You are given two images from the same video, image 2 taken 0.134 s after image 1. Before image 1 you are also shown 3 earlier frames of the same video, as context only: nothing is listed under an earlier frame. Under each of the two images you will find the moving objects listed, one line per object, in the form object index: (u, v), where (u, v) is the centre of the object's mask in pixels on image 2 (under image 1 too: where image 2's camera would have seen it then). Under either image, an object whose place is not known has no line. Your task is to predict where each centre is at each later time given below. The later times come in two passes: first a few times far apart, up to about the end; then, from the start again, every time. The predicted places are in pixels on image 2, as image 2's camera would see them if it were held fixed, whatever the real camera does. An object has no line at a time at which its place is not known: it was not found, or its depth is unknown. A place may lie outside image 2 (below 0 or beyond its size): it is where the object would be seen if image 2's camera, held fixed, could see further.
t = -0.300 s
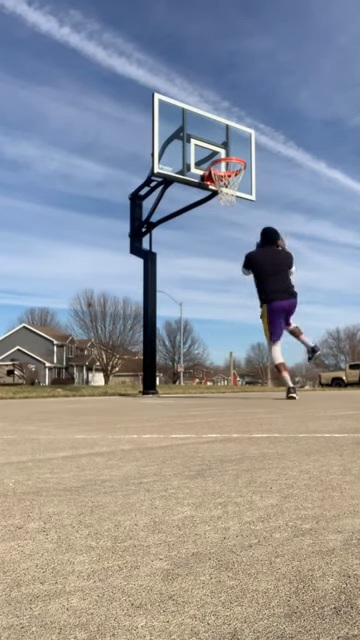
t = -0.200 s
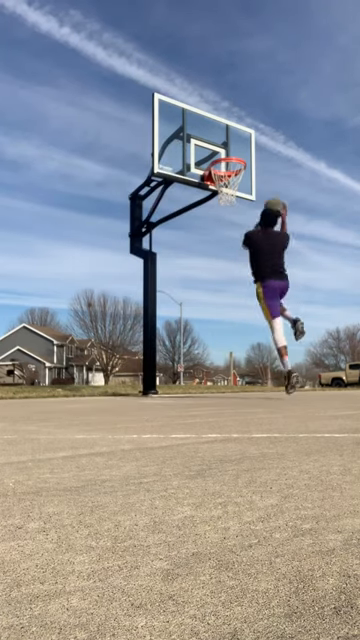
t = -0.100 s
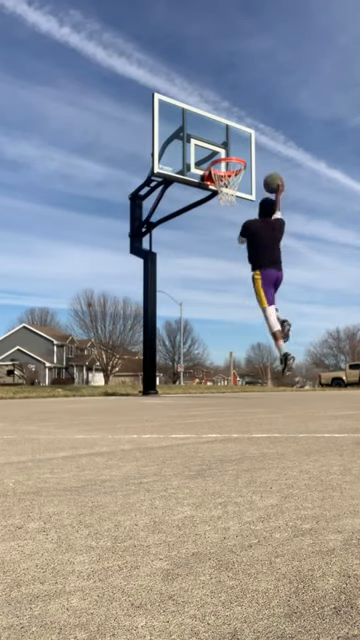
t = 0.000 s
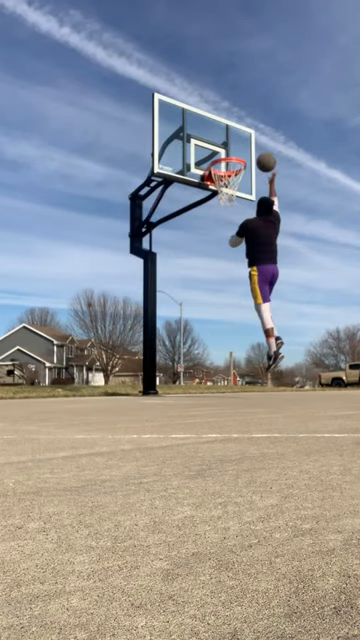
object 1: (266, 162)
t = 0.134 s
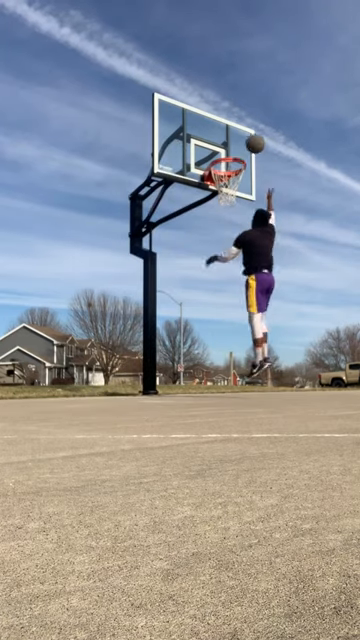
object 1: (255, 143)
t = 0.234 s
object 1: (247, 139)
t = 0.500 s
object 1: (228, 166)
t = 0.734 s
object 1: (220, 198)
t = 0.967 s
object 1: (221, 240)
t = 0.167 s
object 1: (252, 141)
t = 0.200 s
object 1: (250, 139)
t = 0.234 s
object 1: (247, 139)
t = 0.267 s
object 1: (245, 139)
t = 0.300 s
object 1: (241, 140)
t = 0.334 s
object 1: (239, 142)
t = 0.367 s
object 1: (237, 145)
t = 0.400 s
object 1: (236, 147)
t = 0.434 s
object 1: (233, 150)
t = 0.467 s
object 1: (231, 152)
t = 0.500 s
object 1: (228, 166)
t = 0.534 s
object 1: (226, 169)
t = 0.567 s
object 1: (221, 173)
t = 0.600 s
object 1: (222, 182)
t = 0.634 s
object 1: (218, 184)
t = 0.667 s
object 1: (220, 195)
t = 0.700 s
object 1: (221, 197)
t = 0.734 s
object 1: (220, 198)
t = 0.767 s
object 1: (220, 200)
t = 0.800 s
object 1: (221, 205)
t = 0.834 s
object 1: (221, 210)
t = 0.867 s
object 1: (221, 217)
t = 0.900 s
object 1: (221, 224)
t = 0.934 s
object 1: (222, 232)
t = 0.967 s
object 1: (221, 240)
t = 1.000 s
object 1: (221, 250)
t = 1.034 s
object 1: (221, 260)
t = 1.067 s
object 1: (222, 271)
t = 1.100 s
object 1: (222, 283)
